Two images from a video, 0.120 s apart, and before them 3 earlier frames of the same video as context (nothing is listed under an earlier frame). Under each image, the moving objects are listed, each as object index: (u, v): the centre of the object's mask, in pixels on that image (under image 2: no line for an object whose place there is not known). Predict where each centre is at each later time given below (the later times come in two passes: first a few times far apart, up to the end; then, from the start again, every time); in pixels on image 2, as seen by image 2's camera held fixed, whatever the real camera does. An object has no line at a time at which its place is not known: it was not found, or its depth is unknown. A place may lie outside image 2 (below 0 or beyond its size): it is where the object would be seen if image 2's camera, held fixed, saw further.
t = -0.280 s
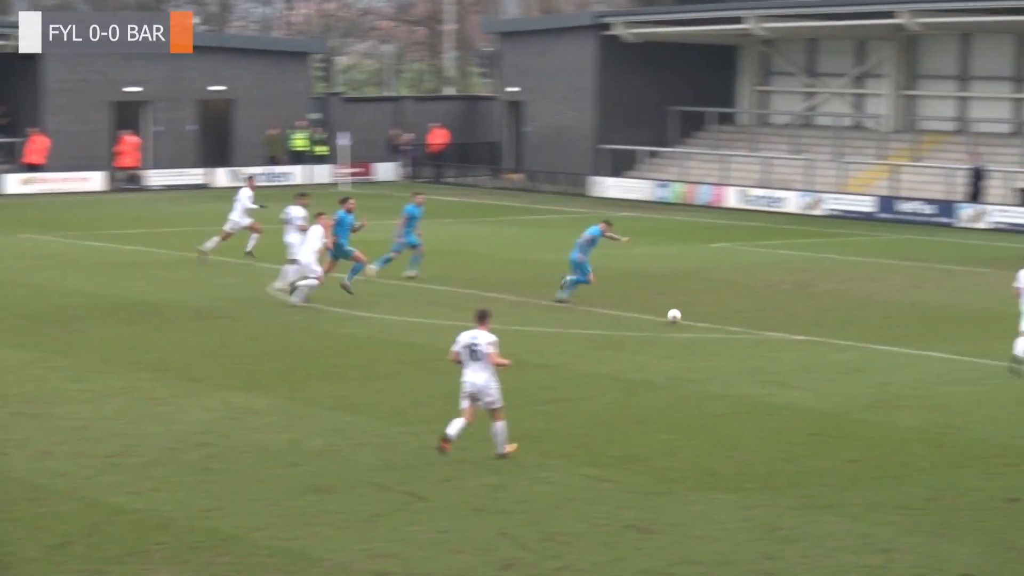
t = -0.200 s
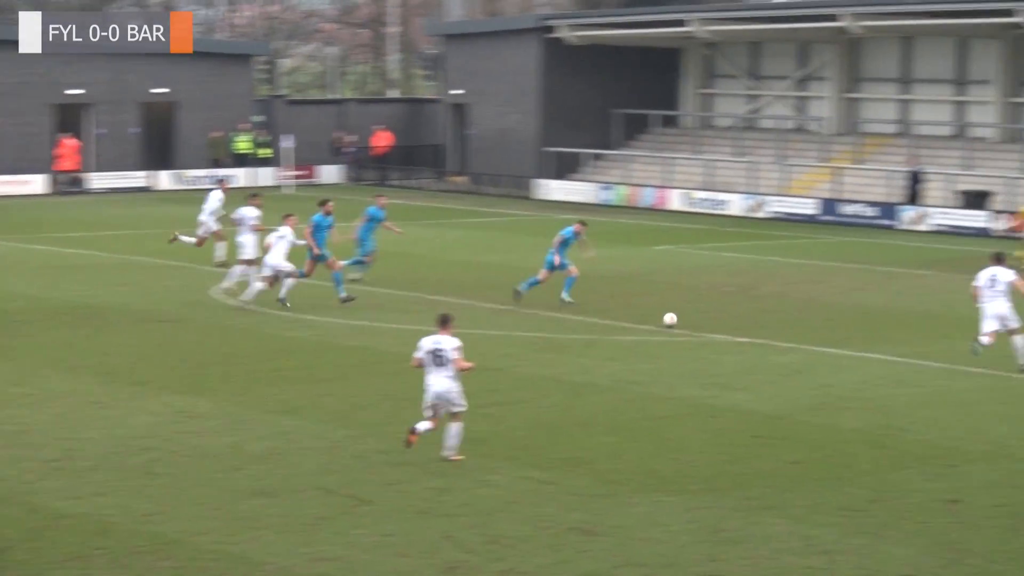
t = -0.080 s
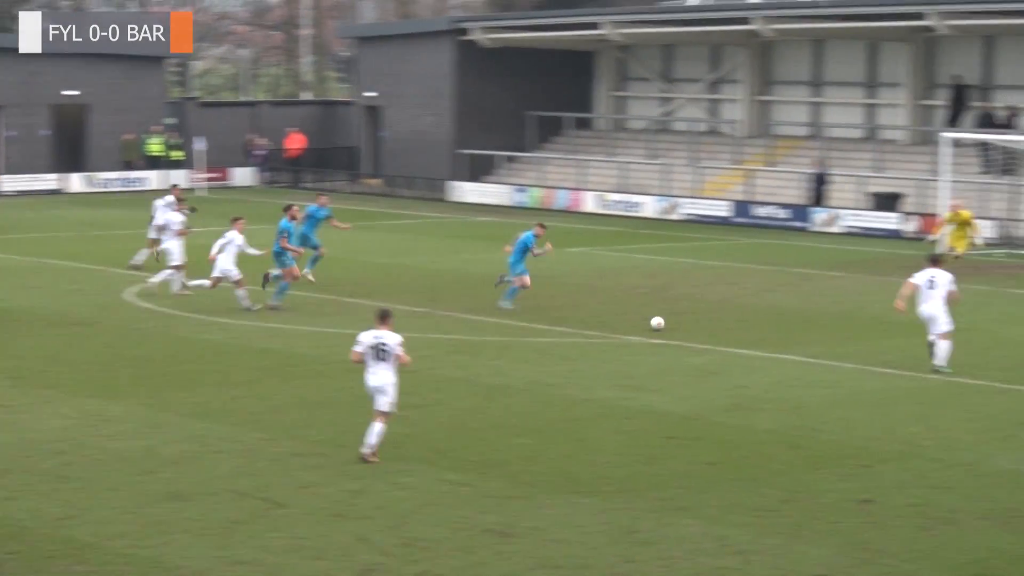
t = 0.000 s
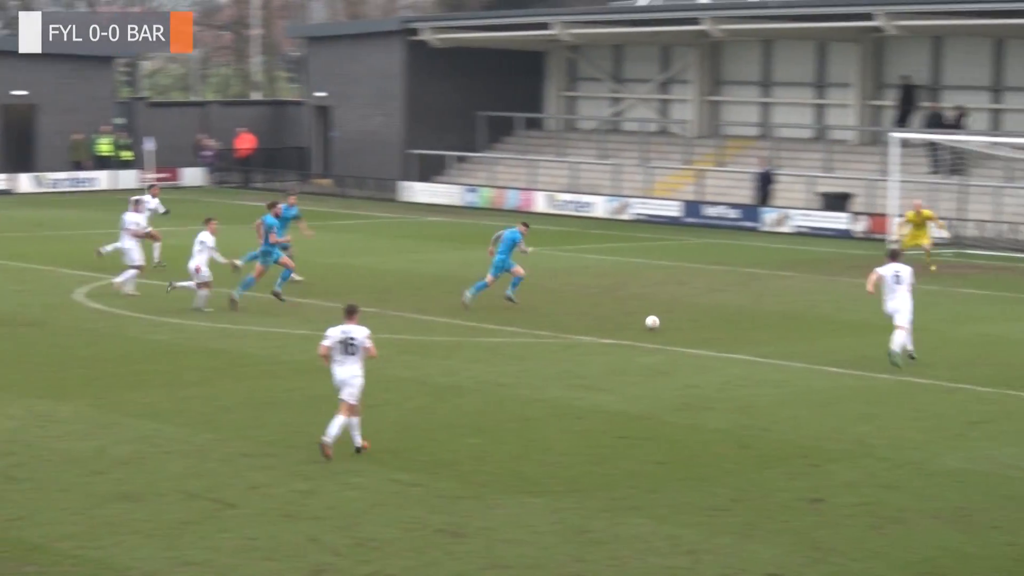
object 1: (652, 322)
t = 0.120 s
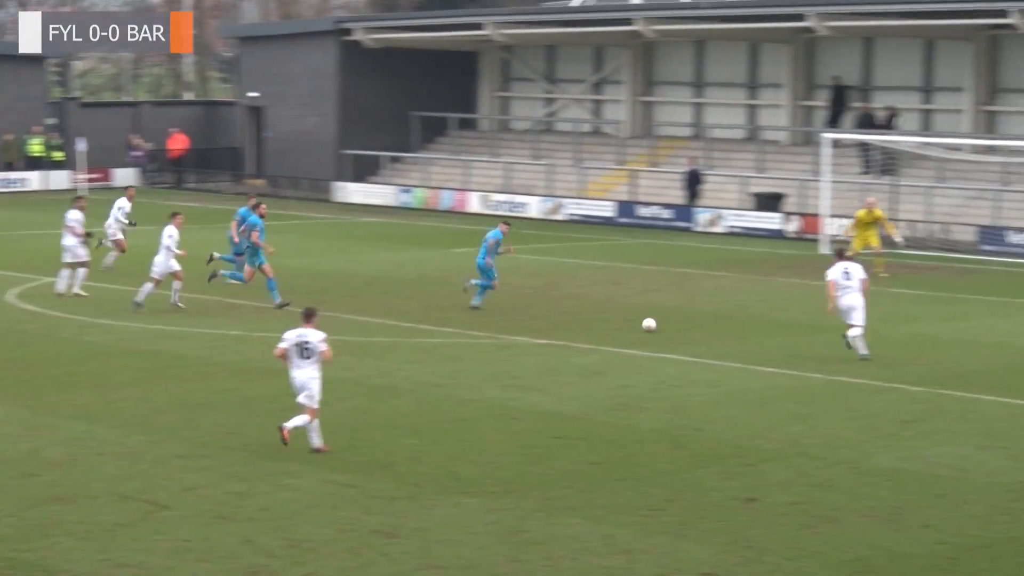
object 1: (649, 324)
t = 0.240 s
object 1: (706, 323)
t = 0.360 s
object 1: (764, 325)
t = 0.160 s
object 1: (667, 323)
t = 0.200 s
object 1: (687, 322)
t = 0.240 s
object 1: (706, 323)
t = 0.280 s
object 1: (726, 324)
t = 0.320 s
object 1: (745, 325)
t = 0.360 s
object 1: (764, 325)
